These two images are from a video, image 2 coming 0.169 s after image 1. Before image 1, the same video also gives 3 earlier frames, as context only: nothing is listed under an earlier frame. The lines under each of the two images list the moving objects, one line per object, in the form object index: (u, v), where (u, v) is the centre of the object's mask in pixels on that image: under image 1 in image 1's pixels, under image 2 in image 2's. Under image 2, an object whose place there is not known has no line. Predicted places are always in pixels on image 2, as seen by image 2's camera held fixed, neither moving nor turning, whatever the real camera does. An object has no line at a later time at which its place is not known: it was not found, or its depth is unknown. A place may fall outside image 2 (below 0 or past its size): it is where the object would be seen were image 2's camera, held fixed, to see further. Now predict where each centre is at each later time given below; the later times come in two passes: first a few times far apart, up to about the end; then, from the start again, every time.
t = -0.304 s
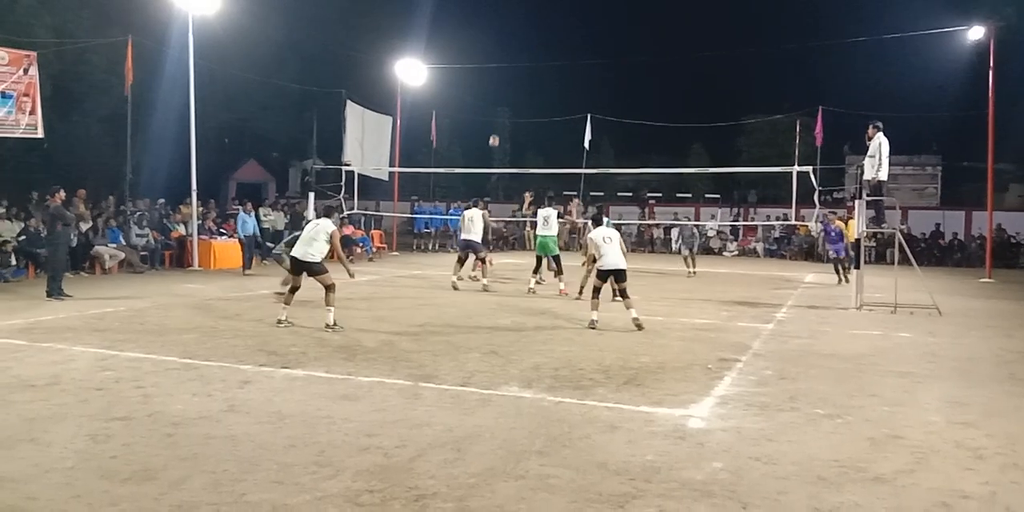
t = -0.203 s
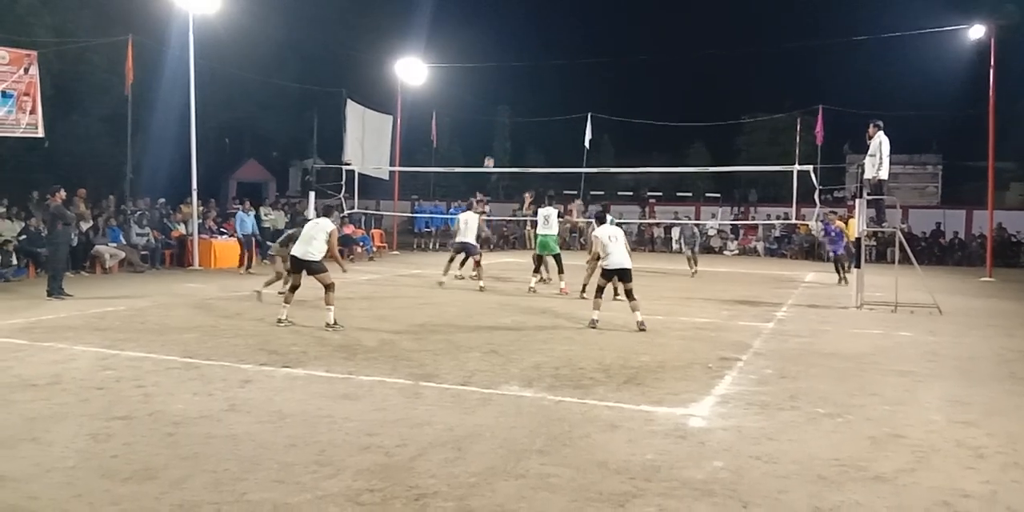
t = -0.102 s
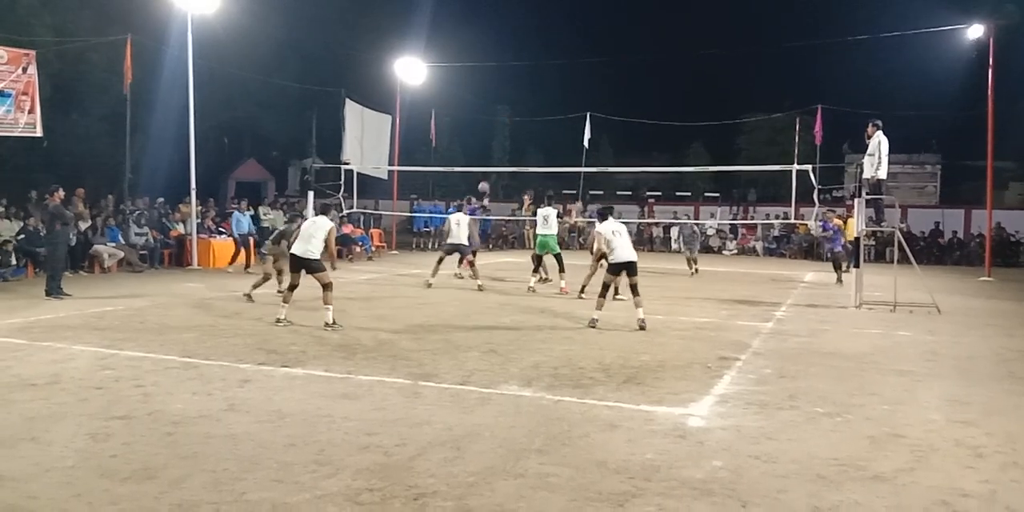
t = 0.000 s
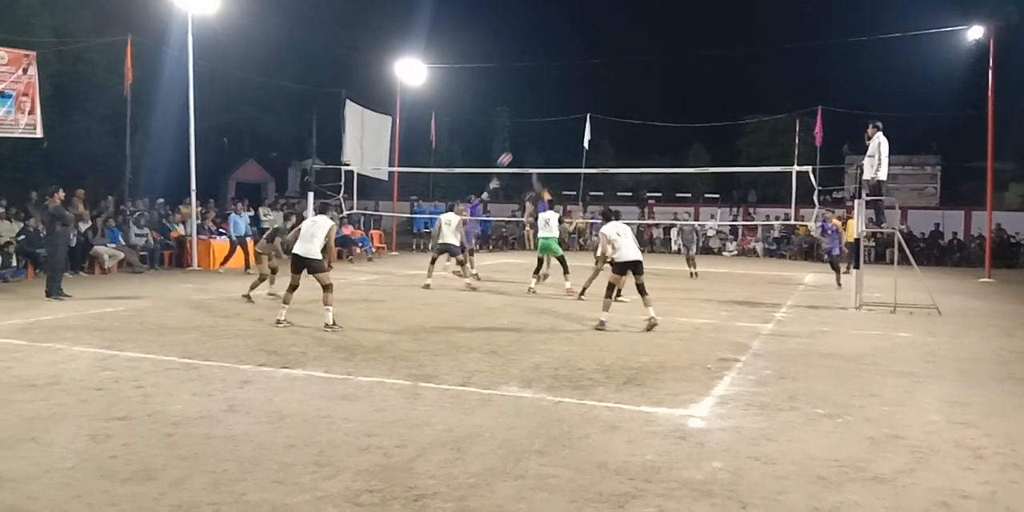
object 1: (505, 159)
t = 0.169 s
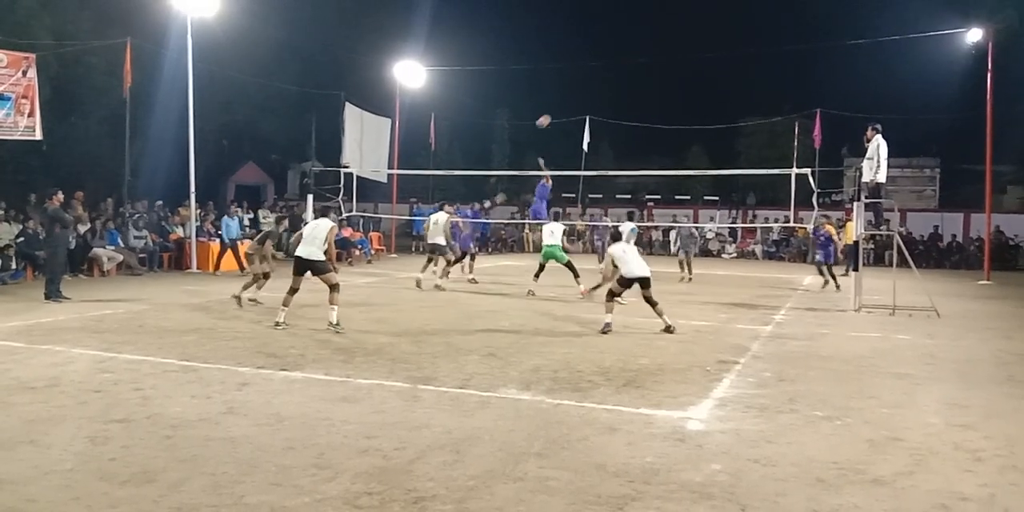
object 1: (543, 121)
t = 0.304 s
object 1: (576, 98)
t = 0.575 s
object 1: (640, 77)
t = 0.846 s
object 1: (704, 92)
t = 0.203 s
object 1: (551, 114)
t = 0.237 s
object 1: (560, 108)
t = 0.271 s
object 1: (568, 103)
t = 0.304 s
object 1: (576, 98)
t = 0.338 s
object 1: (584, 93)
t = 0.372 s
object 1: (592, 90)
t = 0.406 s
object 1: (600, 86)
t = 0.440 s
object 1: (608, 83)
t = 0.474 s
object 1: (616, 81)
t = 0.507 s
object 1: (624, 79)
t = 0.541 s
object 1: (632, 78)
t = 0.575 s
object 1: (640, 77)
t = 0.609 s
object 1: (648, 77)
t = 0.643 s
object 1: (656, 77)
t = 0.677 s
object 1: (664, 78)
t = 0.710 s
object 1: (672, 80)
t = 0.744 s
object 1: (680, 82)
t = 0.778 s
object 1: (688, 85)
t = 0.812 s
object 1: (696, 88)
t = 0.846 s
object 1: (704, 92)
